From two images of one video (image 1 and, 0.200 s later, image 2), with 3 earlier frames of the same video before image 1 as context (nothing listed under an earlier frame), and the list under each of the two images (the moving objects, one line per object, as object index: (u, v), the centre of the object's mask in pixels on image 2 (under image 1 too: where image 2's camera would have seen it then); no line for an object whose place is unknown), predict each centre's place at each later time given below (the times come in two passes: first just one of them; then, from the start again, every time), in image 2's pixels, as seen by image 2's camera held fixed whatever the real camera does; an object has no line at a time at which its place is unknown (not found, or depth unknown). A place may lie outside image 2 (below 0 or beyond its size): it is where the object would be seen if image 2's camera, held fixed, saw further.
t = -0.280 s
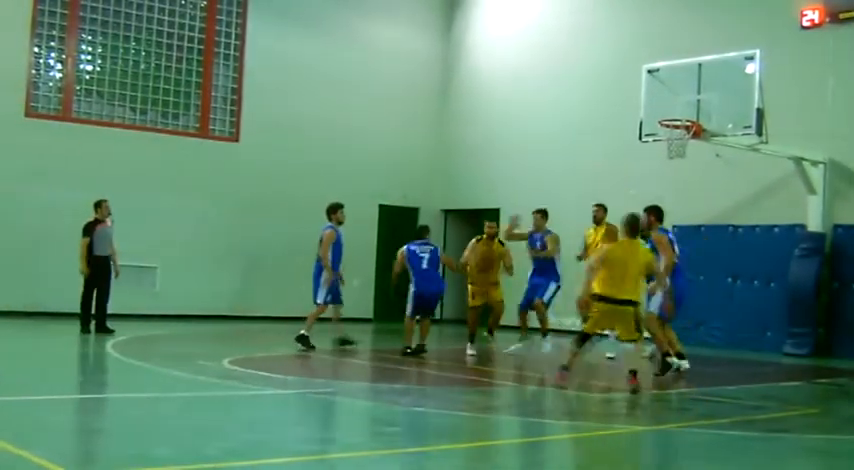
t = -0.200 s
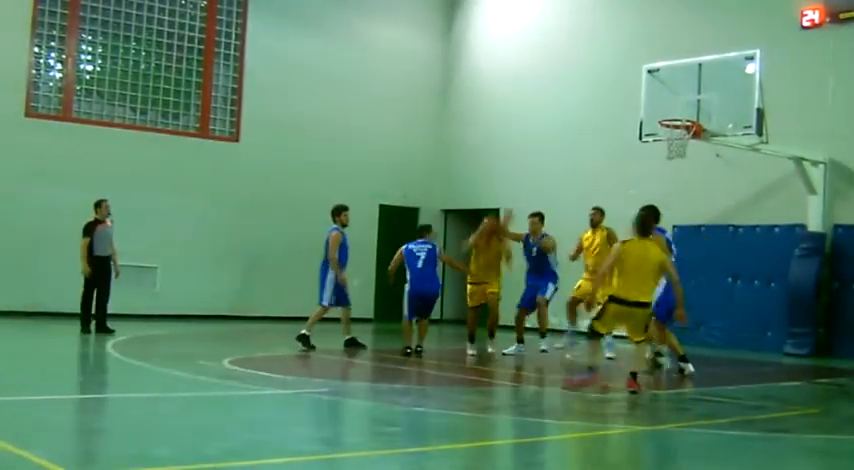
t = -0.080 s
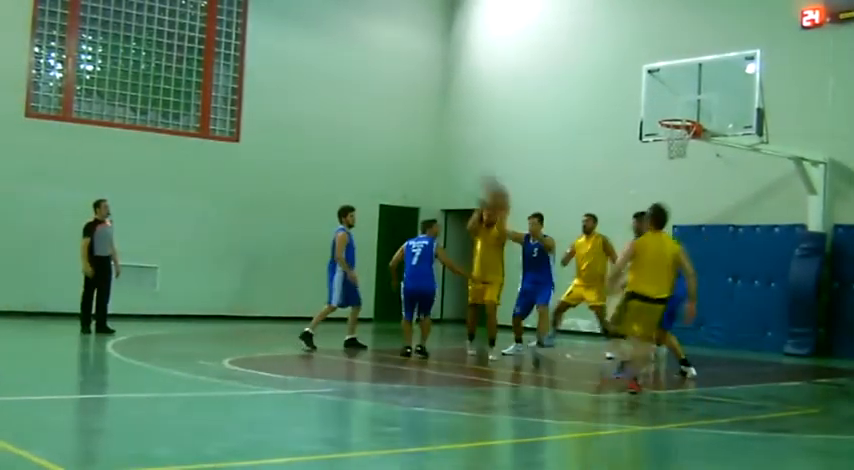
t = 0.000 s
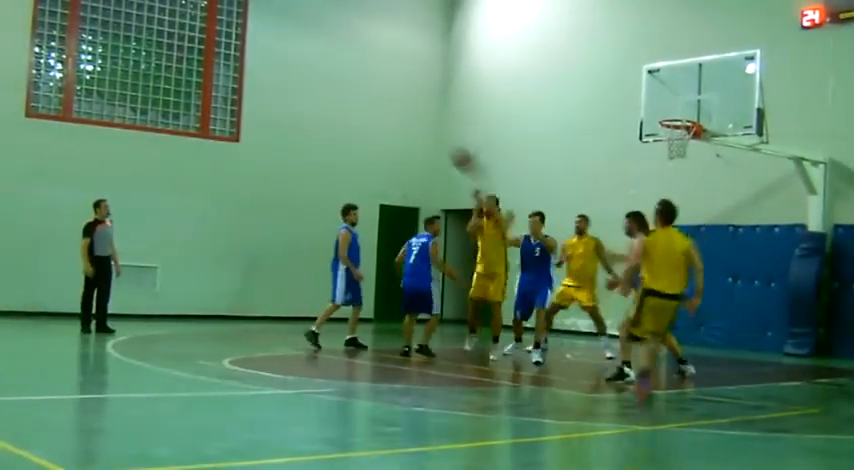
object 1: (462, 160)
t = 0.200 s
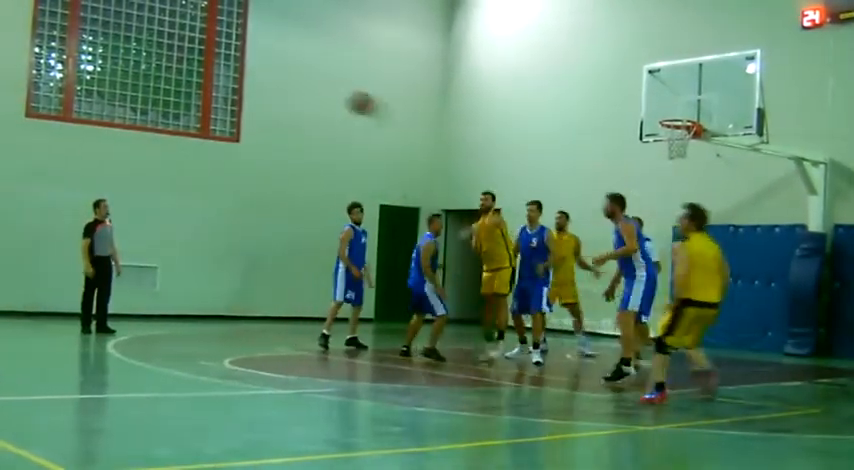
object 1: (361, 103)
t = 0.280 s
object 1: (325, 90)
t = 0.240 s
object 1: (344, 96)
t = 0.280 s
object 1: (325, 90)
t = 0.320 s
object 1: (296, 83)
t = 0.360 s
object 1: (271, 78)
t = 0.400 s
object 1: (253, 76)
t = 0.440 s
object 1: (220, 74)
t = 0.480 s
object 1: (196, 73)
